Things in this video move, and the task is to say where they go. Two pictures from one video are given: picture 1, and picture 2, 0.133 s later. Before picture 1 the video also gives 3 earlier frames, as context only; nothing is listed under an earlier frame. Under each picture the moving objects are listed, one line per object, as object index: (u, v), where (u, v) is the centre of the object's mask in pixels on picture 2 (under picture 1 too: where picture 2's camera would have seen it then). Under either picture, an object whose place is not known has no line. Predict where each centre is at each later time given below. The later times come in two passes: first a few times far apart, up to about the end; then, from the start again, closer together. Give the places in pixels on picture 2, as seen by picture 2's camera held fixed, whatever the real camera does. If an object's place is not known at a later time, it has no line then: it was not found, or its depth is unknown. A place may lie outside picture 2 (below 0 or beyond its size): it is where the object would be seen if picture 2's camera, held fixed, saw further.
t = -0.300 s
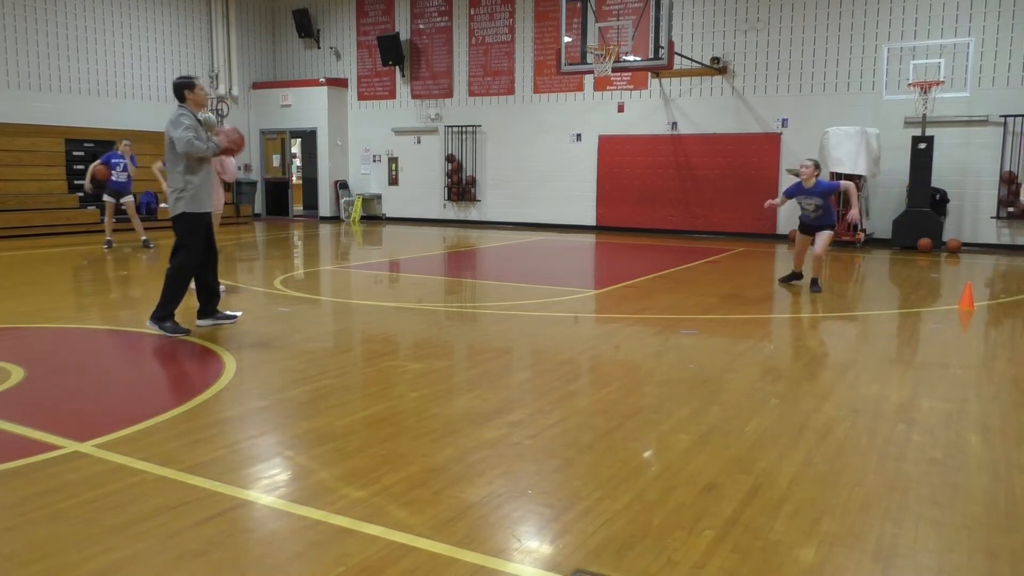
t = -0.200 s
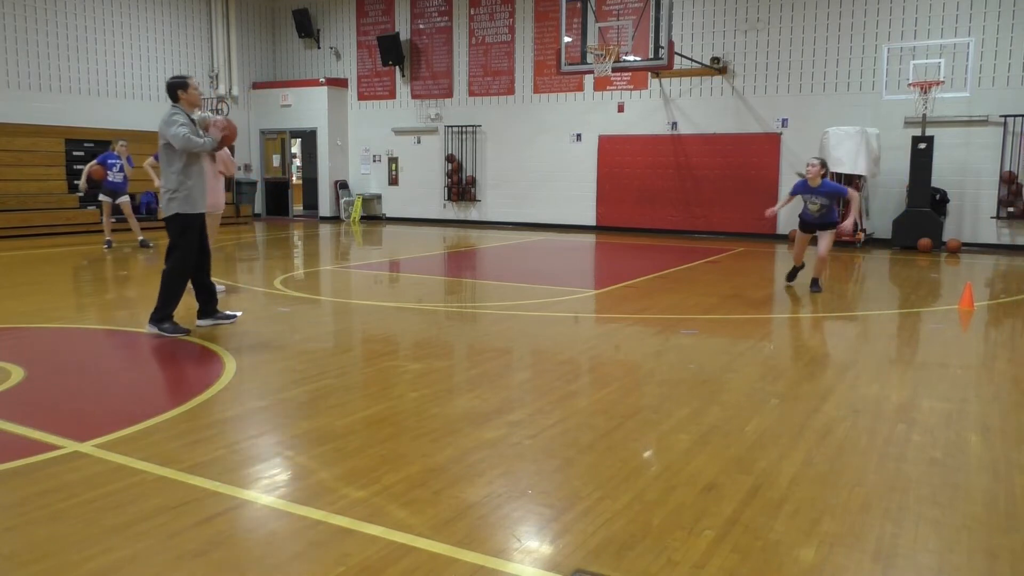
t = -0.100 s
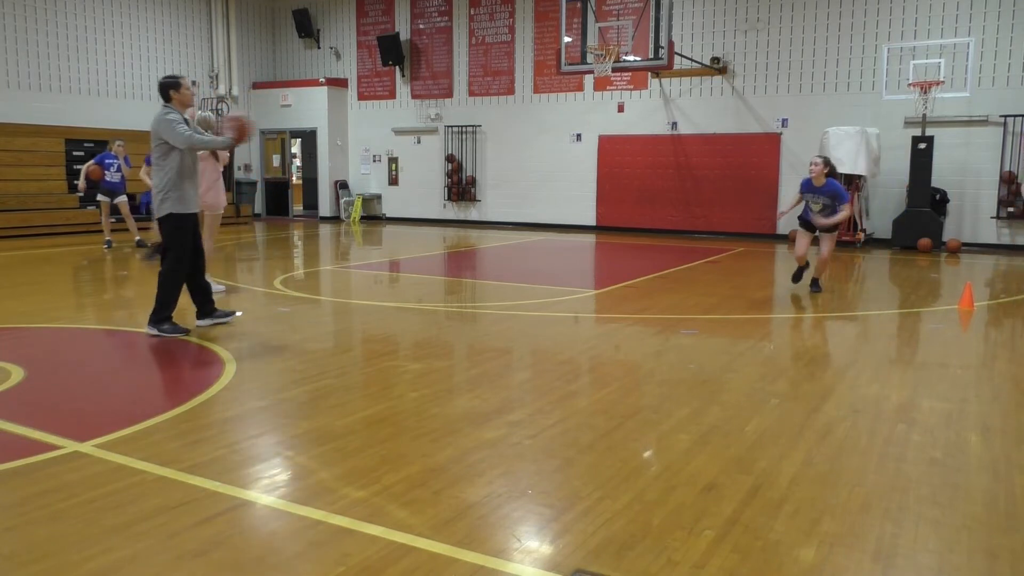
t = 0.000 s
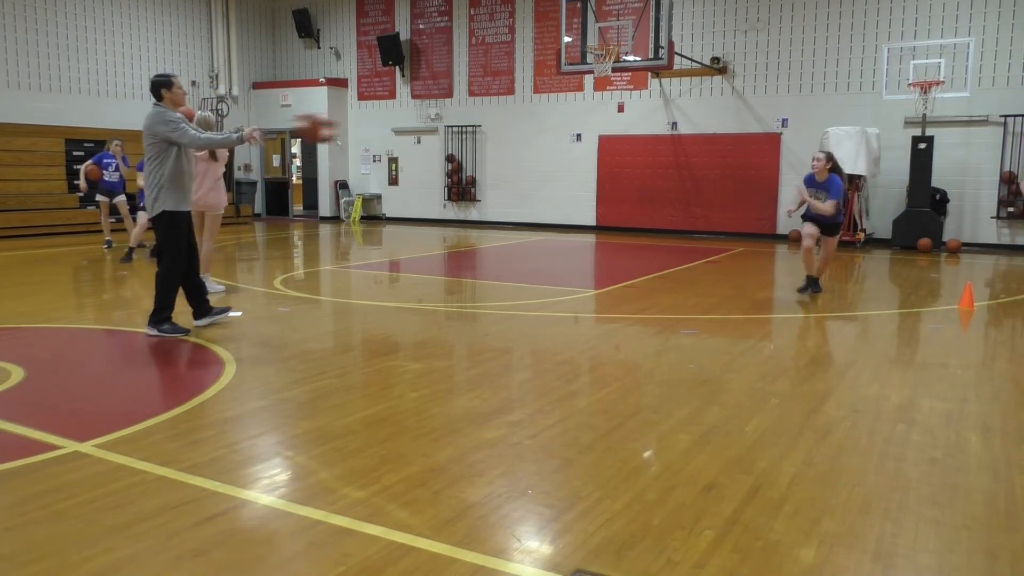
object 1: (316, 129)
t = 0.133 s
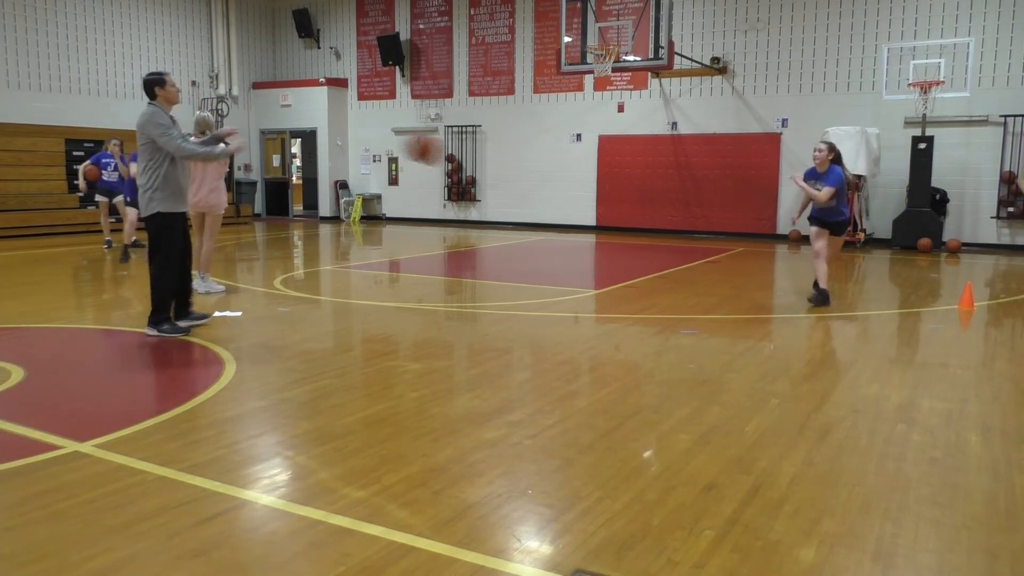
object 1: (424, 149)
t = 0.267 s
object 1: (529, 192)
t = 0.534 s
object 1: (703, 293)
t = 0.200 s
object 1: (484, 169)
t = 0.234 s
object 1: (504, 179)
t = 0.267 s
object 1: (529, 192)
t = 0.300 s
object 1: (554, 205)
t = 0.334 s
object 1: (575, 217)
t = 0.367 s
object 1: (602, 235)
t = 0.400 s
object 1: (627, 253)
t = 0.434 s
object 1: (649, 271)
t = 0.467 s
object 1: (671, 292)
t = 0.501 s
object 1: (691, 307)
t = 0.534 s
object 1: (703, 293)
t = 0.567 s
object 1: (713, 278)
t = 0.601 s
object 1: (724, 264)
